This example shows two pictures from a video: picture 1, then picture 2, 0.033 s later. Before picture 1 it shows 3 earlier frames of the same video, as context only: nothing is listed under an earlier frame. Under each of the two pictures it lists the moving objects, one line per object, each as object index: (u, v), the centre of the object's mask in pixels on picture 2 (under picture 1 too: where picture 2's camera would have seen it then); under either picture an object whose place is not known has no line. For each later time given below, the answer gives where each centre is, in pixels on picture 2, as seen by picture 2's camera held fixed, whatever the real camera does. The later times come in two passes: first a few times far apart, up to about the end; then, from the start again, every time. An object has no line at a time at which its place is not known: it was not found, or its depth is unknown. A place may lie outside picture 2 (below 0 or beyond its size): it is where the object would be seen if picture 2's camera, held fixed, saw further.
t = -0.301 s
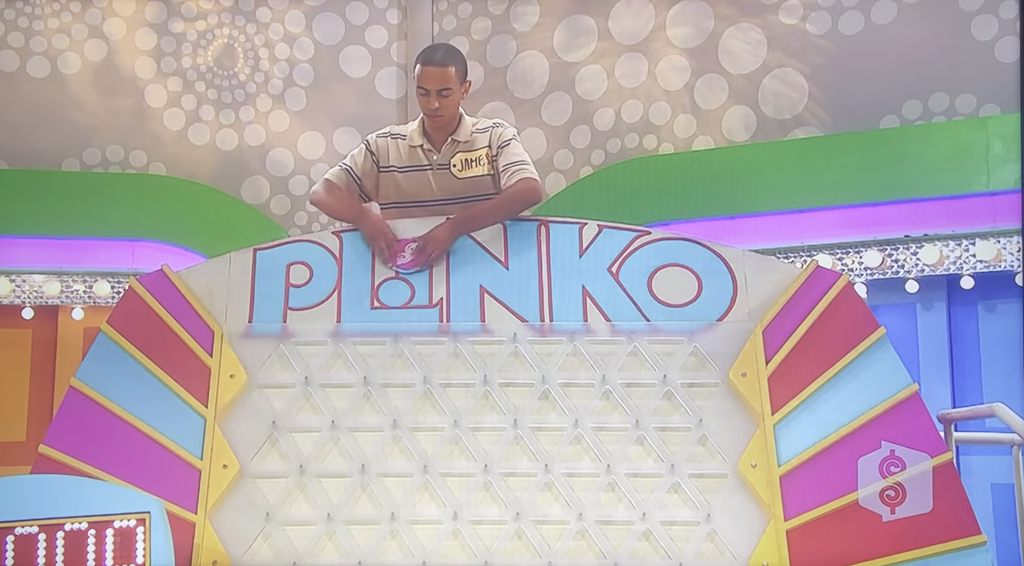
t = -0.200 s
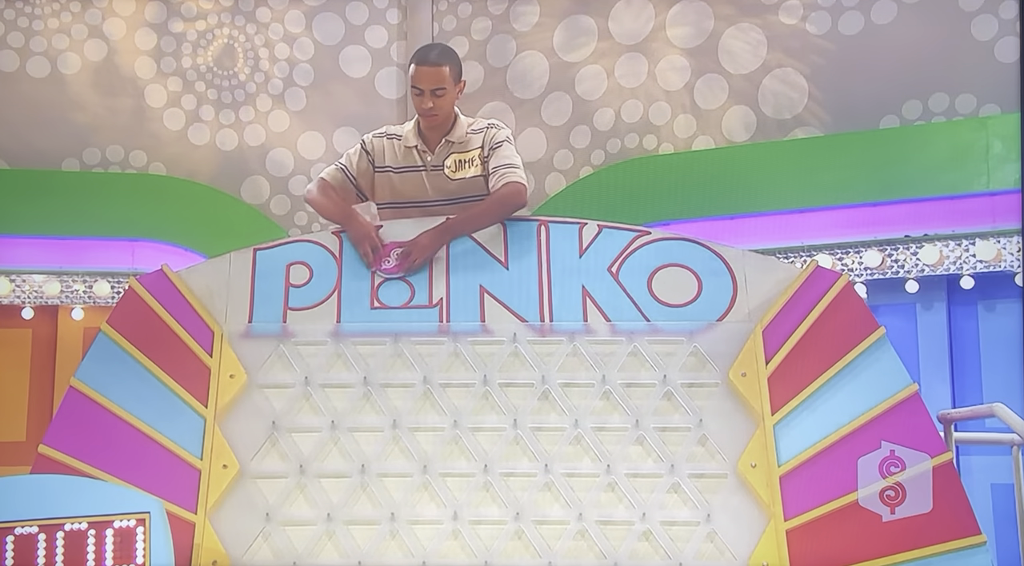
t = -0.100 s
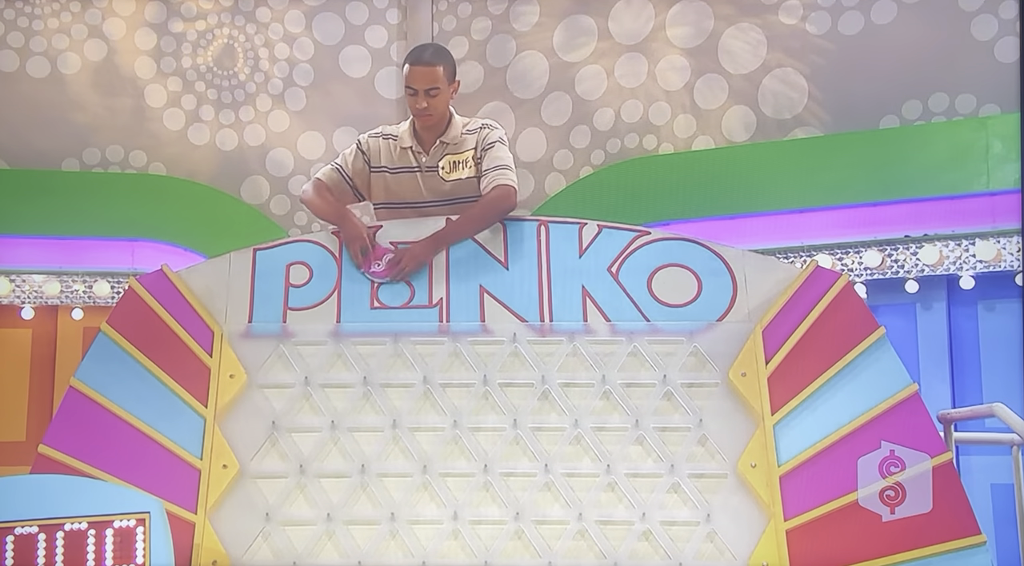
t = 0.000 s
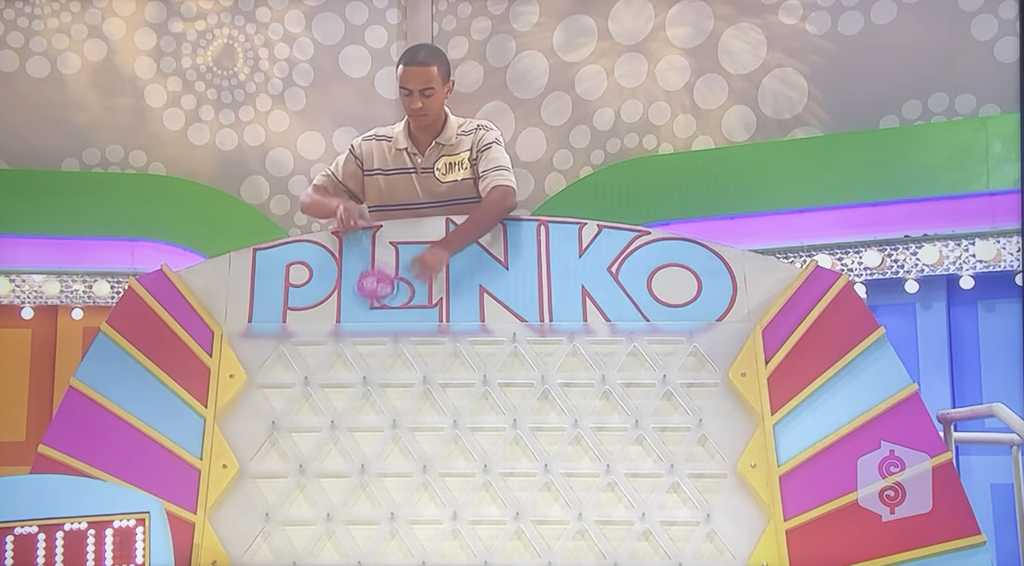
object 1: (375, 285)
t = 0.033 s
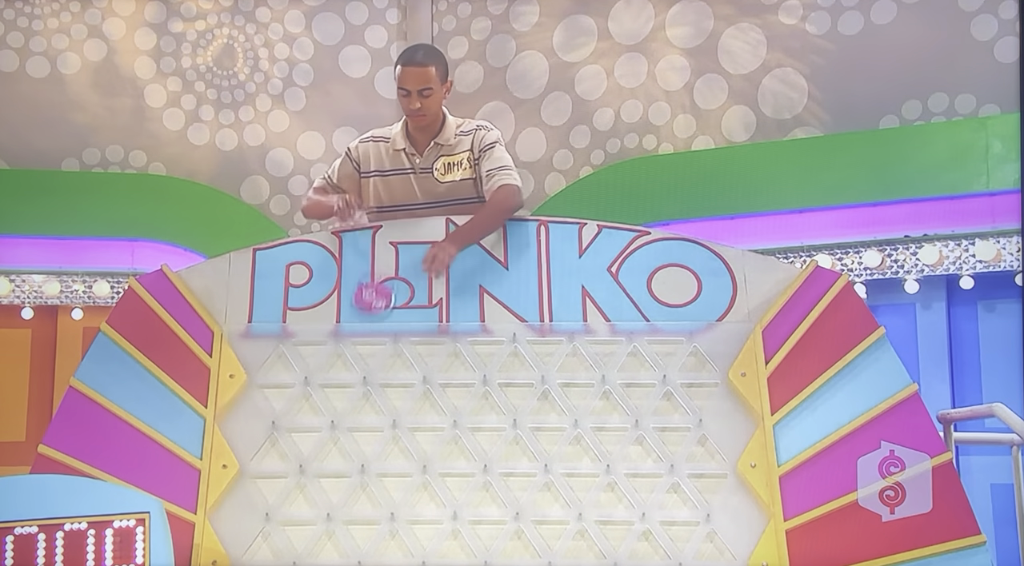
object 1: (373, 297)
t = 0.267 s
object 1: (370, 333)
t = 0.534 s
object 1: (362, 356)
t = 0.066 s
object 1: (370, 310)
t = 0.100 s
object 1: (367, 325)
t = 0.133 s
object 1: (364, 351)
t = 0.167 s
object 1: (361, 354)
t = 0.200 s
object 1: (360, 347)
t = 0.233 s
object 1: (366, 336)
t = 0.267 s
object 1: (370, 333)
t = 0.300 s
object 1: (374, 330)
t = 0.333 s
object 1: (373, 329)
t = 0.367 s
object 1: (371, 331)
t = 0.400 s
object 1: (370, 334)
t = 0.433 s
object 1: (368, 339)
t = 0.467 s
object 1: (366, 349)
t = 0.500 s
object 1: (364, 357)
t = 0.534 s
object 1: (362, 356)
